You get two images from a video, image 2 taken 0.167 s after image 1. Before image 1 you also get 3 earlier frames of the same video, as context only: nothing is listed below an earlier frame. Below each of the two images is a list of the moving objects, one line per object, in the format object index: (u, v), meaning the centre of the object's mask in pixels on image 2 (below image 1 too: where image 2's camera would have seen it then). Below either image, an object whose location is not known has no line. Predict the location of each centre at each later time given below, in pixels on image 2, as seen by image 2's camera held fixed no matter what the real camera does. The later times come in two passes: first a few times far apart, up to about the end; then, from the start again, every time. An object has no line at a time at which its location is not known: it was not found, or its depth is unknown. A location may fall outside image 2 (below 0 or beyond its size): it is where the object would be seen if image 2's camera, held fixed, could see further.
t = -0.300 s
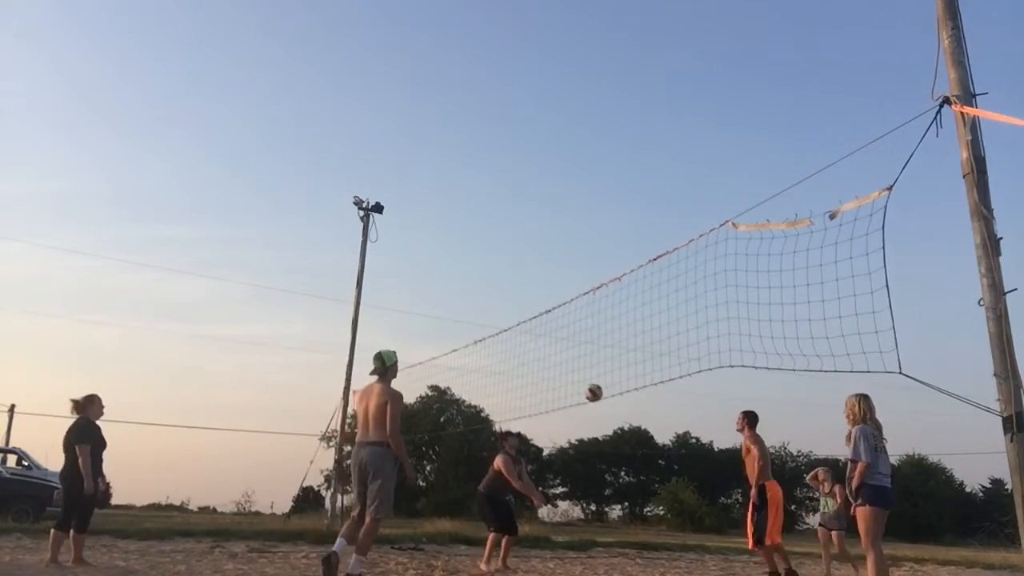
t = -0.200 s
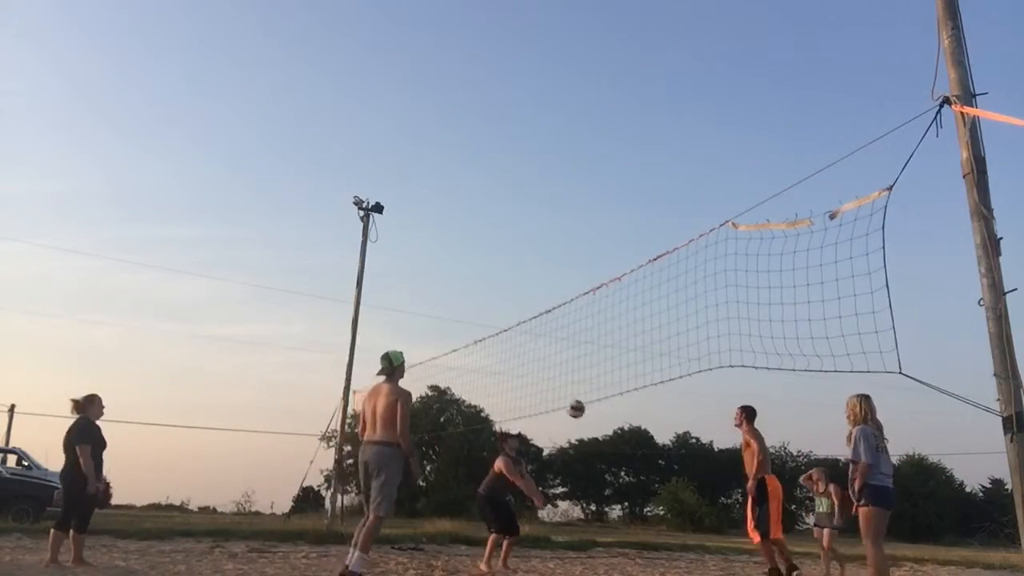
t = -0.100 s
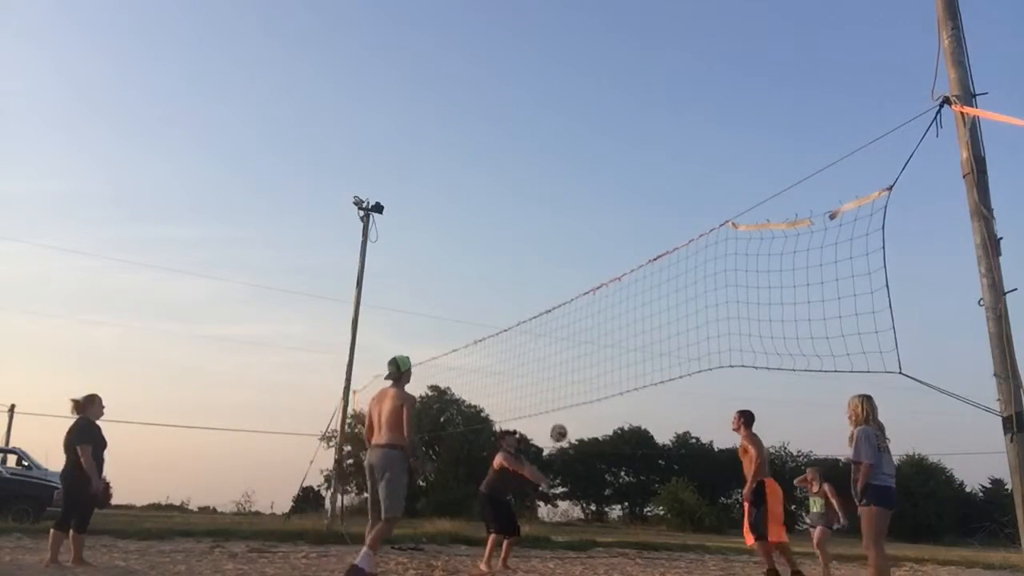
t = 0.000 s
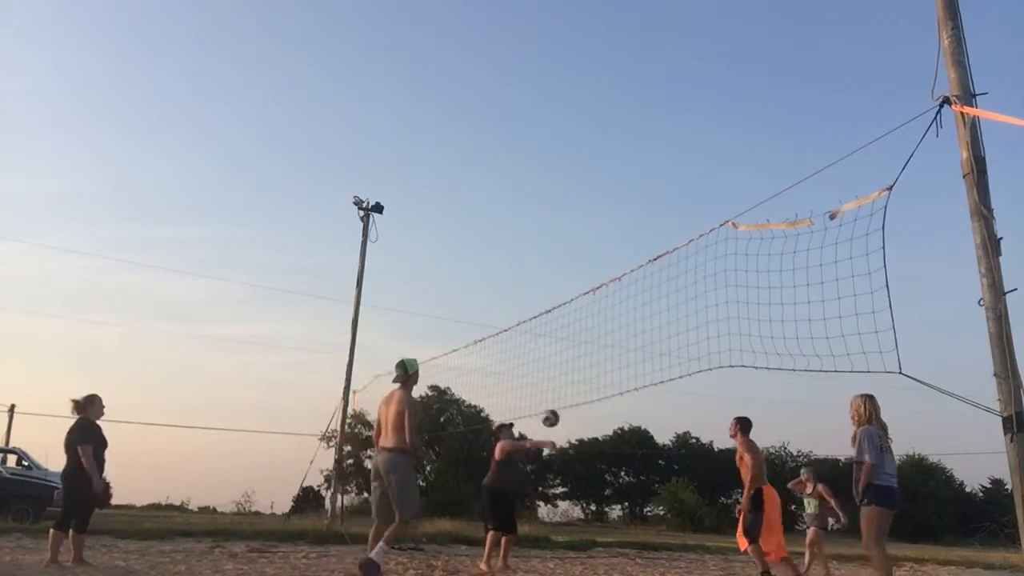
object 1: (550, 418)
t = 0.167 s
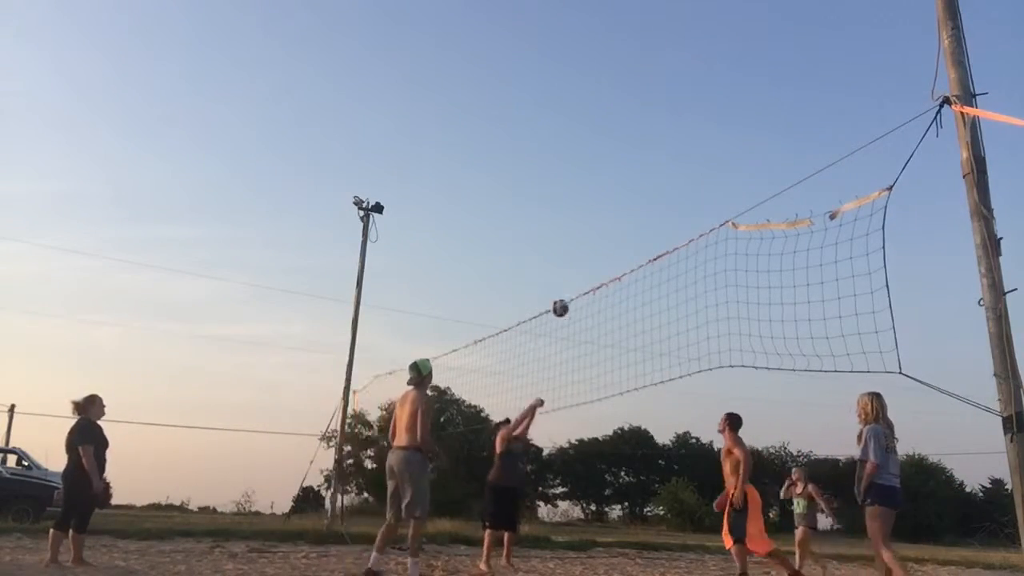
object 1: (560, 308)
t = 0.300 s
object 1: (565, 242)
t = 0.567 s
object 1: (575, 161)
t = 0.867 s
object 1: (584, 134)
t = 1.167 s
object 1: (594, 171)
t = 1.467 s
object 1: (601, 269)
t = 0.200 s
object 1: (561, 290)
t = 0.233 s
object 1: (563, 273)
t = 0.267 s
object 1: (564, 257)
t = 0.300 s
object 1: (565, 242)
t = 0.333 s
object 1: (567, 228)
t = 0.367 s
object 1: (568, 216)
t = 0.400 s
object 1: (568, 204)
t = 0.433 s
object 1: (570, 194)
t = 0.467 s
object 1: (571, 184)
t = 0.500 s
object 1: (572, 176)
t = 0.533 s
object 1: (573, 168)
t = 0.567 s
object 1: (575, 161)
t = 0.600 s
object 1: (576, 154)
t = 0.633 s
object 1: (577, 149)
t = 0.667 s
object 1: (578, 145)
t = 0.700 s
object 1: (579, 141)
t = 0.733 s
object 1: (580, 138)
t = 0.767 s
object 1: (581, 136)
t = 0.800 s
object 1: (582, 135)
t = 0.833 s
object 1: (583, 134)
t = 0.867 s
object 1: (584, 134)
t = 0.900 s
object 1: (585, 135)
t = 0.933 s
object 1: (586, 137)
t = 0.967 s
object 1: (587, 139)
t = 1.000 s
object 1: (588, 143)
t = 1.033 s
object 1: (589, 147)
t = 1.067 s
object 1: (590, 152)
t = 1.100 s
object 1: (591, 157)
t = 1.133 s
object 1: (593, 164)
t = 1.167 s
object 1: (594, 171)
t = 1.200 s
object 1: (595, 178)
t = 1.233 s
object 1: (596, 187)
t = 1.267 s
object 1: (597, 196)
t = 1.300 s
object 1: (597, 207)
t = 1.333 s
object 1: (598, 217)
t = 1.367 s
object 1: (599, 229)
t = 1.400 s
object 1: (600, 242)
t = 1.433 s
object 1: (601, 254)
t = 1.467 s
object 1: (601, 269)
